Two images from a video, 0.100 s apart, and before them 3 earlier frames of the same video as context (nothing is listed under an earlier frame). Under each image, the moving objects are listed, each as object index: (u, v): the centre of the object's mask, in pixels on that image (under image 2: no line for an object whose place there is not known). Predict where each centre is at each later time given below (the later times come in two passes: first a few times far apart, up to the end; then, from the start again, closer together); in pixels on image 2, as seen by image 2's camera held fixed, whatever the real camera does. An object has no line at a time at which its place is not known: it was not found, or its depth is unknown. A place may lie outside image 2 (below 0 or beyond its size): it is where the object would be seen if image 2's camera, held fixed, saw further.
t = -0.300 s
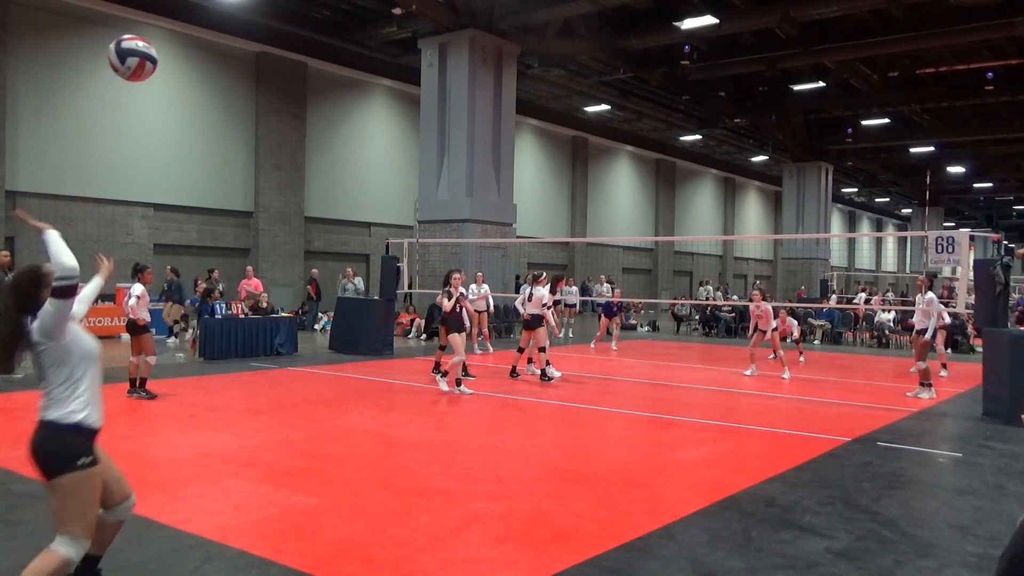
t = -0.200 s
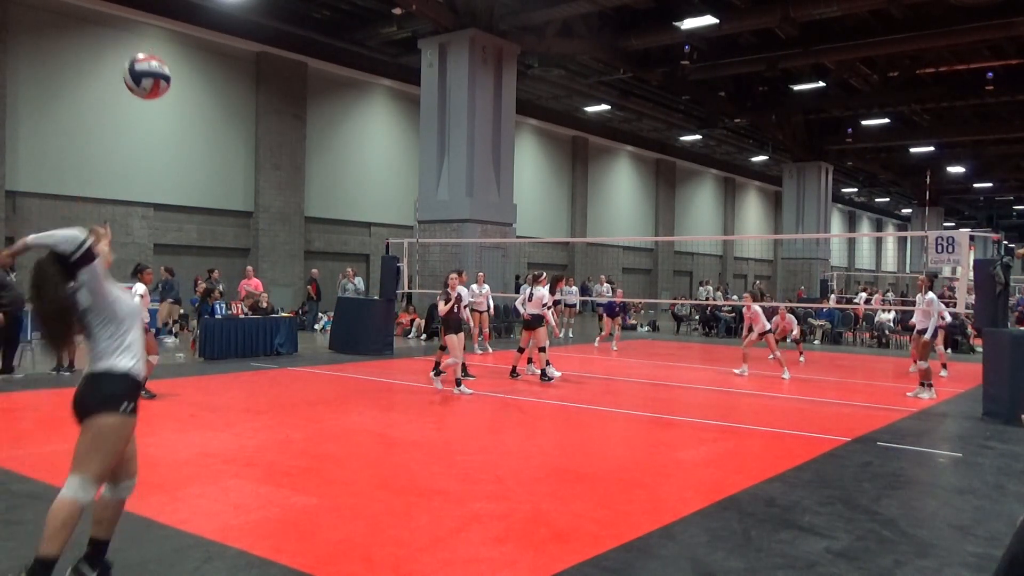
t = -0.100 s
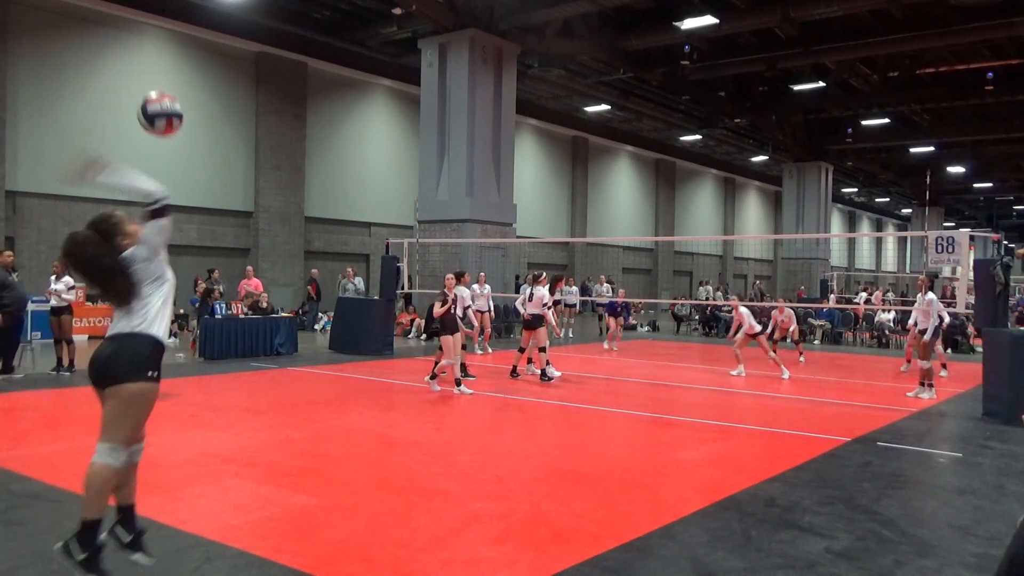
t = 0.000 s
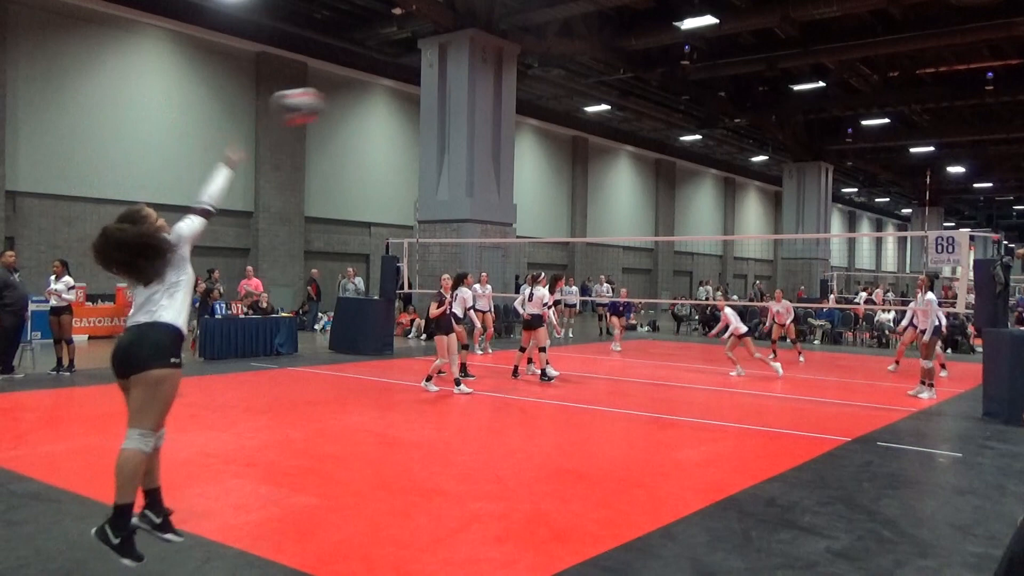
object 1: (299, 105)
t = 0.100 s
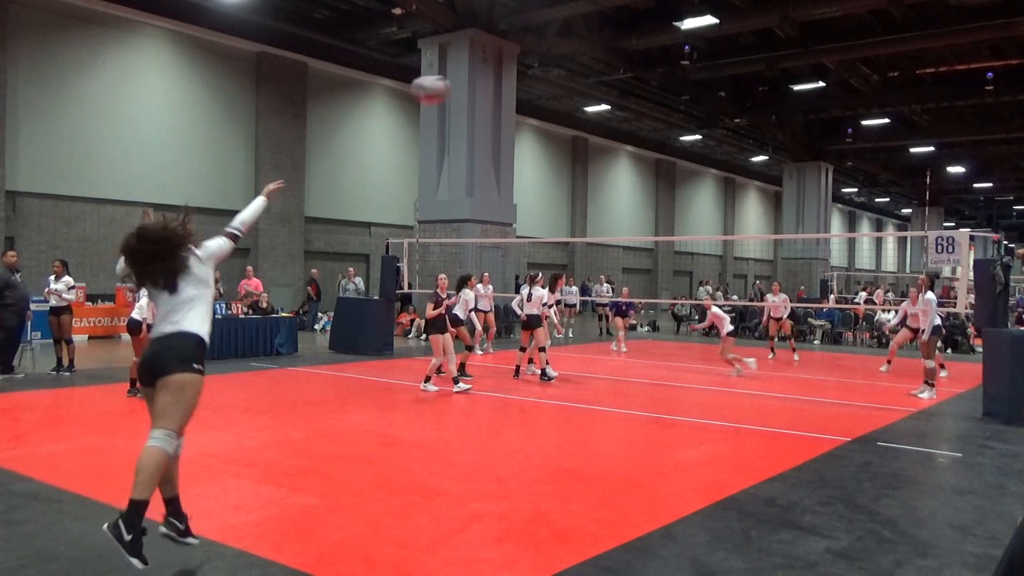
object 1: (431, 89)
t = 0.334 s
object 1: (605, 103)
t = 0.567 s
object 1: (694, 138)
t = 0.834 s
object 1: (752, 201)
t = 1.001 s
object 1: (774, 247)
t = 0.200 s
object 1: (522, 90)
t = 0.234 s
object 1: (545, 93)
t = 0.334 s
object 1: (605, 103)
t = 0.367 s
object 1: (621, 108)
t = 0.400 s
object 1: (635, 111)
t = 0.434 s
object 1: (649, 116)
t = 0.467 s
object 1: (662, 121)
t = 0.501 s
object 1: (673, 126)
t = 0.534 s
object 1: (683, 131)
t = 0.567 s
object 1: (694, 138)
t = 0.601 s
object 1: (704, 145)
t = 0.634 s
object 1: (713, 151)
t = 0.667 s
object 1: (721, 158)
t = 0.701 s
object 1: (728, 166)
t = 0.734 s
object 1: (734, 174)
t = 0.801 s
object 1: (747, 190)
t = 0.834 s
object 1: (752, 201)
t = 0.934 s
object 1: (766, 228)
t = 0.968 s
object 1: (771, 236)
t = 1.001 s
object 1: (774, 247)
